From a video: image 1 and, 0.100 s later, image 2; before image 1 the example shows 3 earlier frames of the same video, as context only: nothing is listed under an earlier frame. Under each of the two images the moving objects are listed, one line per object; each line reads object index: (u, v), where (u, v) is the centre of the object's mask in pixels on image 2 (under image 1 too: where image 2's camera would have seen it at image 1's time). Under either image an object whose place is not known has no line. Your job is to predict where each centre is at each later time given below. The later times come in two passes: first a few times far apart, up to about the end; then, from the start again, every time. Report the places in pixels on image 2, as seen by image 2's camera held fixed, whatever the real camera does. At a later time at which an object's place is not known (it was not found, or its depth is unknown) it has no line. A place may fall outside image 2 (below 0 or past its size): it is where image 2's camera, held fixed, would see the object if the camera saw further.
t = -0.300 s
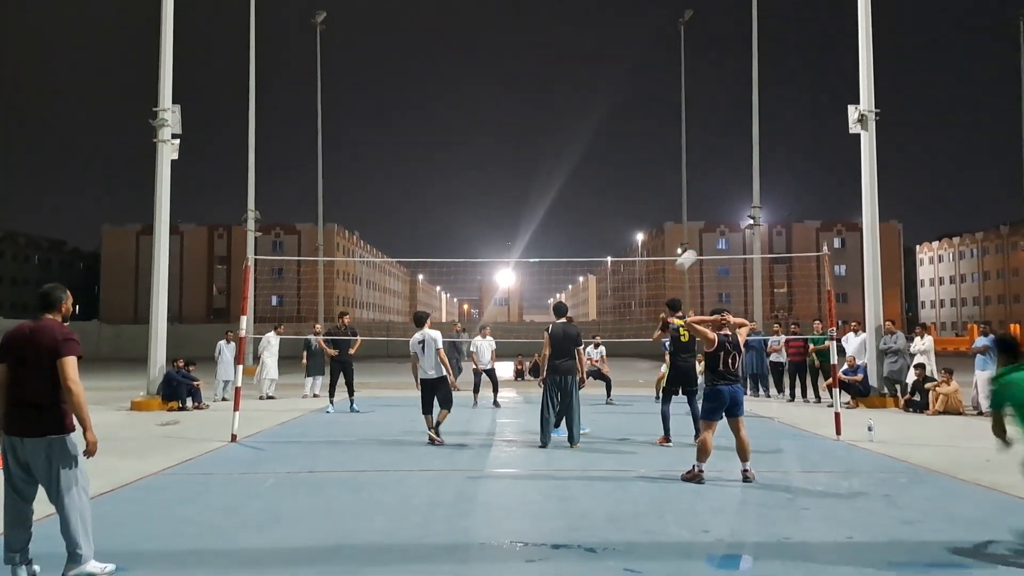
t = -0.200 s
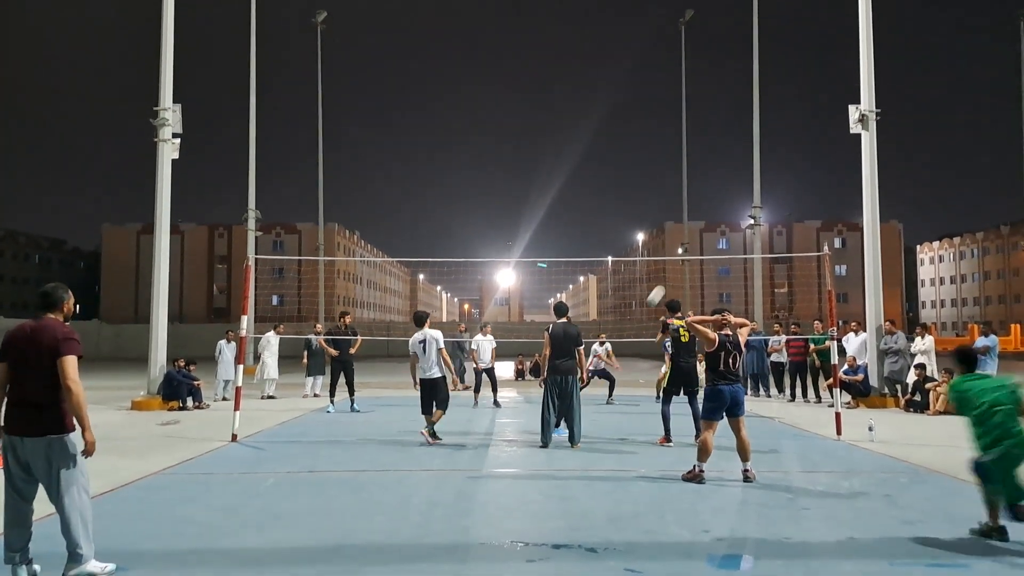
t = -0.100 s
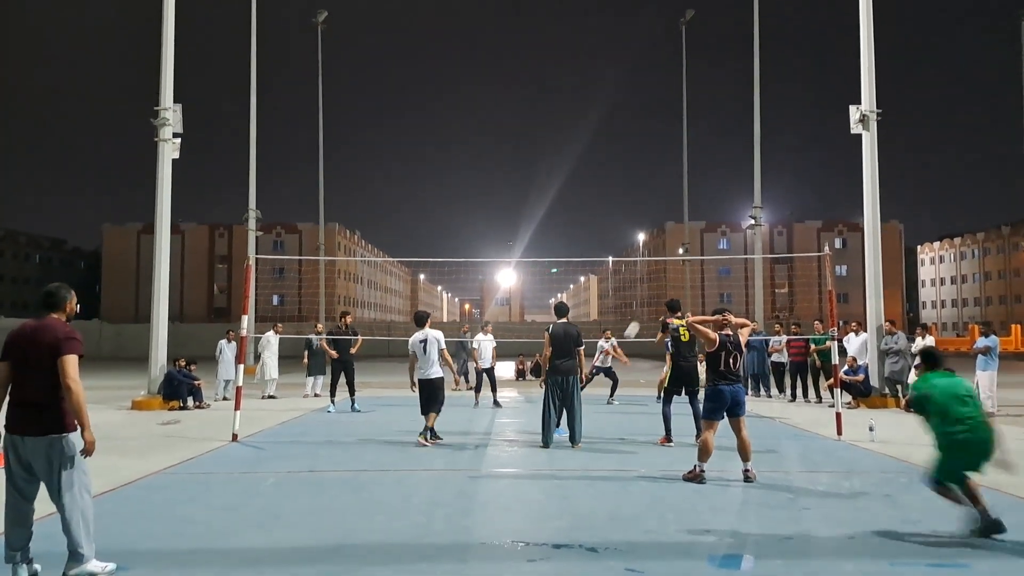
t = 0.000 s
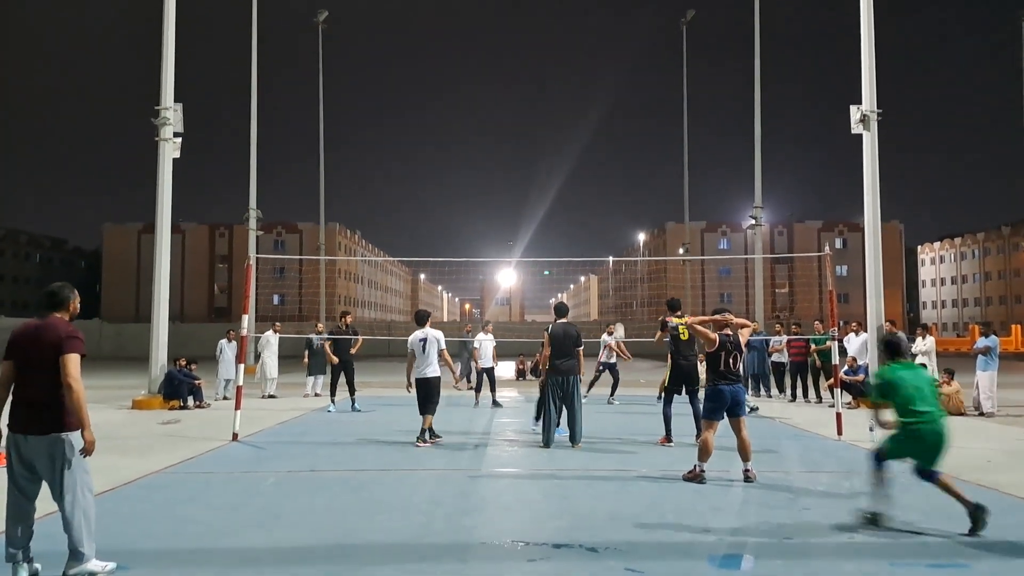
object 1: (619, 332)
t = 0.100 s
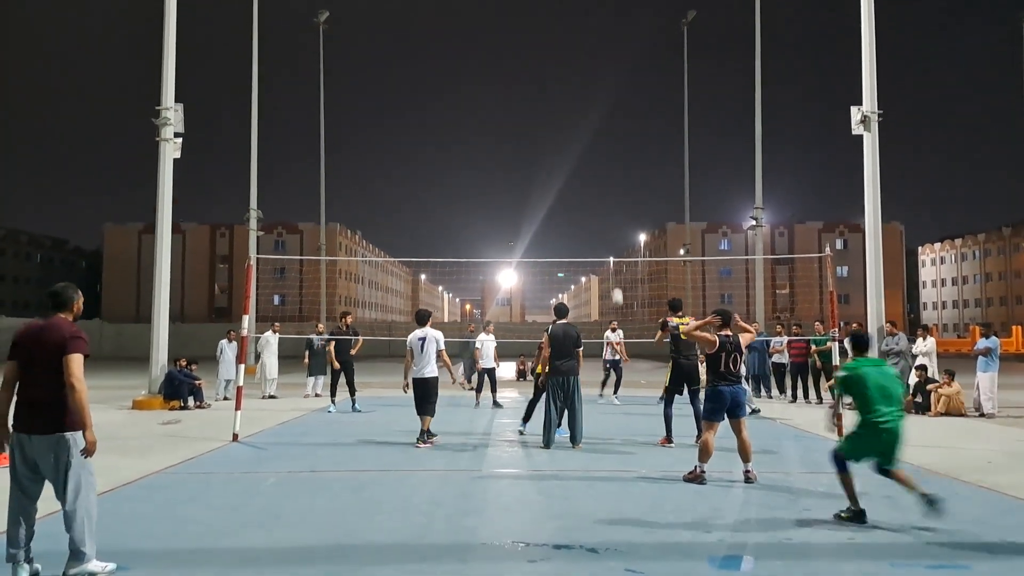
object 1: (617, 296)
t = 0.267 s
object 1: (613, 245)
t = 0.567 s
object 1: (603, 182)
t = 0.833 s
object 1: (592, 161)
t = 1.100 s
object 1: (580, 177)
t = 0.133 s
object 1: (616, 285)
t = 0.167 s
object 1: (616, 275)
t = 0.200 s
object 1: (615, 265)
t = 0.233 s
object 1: (614, 253)
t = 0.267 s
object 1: (613, 245)
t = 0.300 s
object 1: (612, 237)
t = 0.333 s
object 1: (611, 228)
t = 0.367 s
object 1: (610, 220)
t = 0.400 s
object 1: (609, 212)
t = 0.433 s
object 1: (608, 205)
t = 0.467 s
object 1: (606, 199)
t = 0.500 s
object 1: (605, 193)
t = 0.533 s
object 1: (604, 187)
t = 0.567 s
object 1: (603, 182)
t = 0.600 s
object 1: (601, 177)
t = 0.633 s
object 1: (600, 174)
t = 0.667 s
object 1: (599, 170)
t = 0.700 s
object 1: (597, 167)
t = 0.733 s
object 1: (596, 165)
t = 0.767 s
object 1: (595, 163)
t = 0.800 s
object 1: (593, 162)
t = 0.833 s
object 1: (592, 161)
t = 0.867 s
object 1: (591, 160)
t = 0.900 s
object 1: (589, 161)
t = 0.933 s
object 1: (588, 162)
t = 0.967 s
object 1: (586, 164)
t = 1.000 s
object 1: (585, 166)
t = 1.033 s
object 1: (583, 169)
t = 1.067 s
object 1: (582, 172)
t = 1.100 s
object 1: (580, 177)
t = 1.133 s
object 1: (579, 182)
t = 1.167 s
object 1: (577, 188)
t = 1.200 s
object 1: (575, 195)
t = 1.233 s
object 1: (574, 202)
